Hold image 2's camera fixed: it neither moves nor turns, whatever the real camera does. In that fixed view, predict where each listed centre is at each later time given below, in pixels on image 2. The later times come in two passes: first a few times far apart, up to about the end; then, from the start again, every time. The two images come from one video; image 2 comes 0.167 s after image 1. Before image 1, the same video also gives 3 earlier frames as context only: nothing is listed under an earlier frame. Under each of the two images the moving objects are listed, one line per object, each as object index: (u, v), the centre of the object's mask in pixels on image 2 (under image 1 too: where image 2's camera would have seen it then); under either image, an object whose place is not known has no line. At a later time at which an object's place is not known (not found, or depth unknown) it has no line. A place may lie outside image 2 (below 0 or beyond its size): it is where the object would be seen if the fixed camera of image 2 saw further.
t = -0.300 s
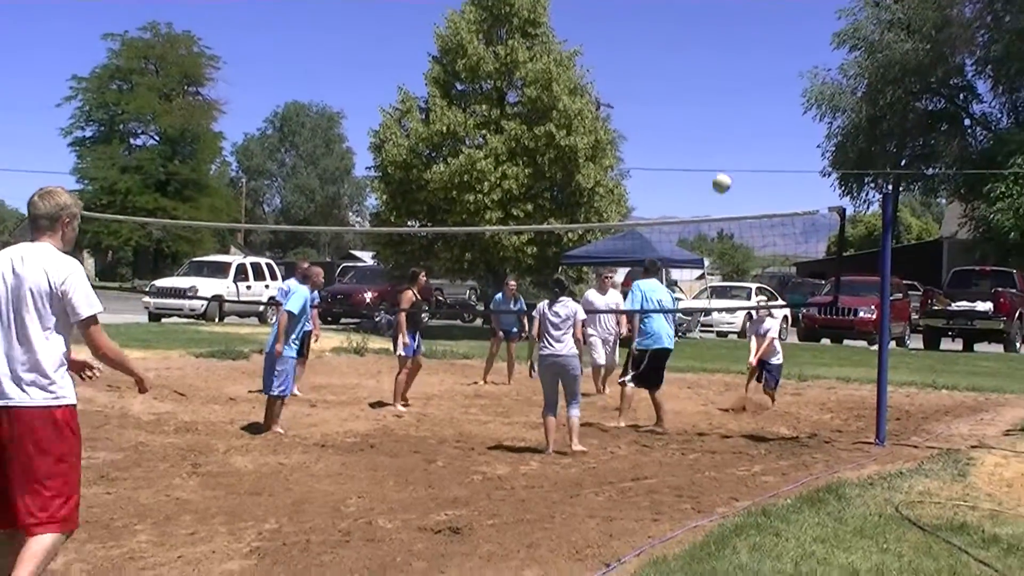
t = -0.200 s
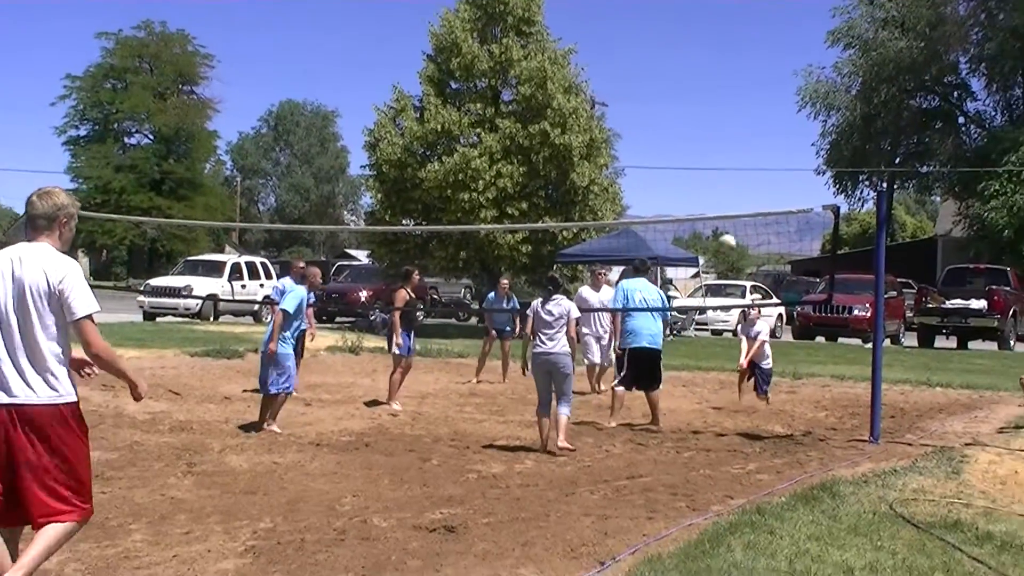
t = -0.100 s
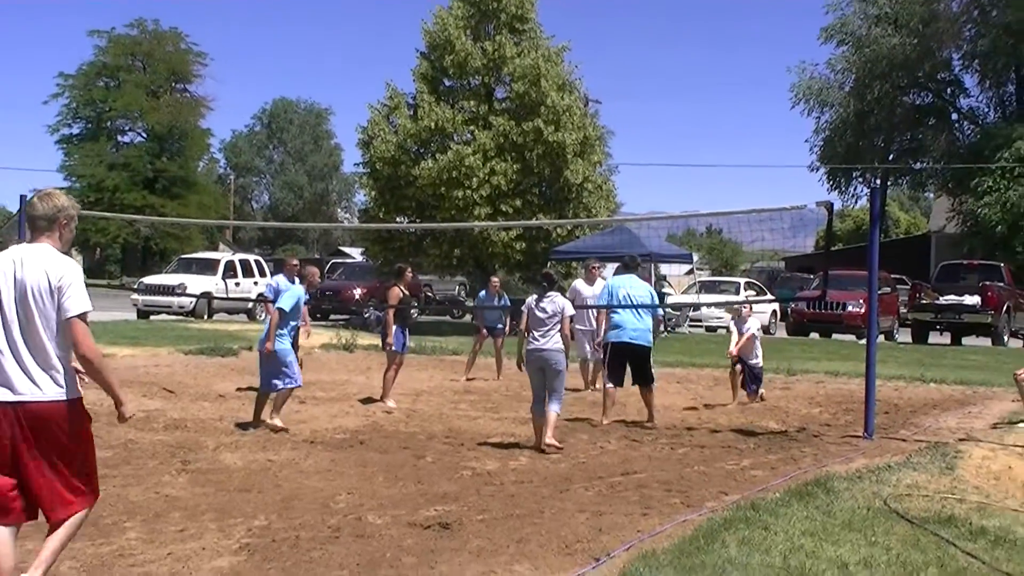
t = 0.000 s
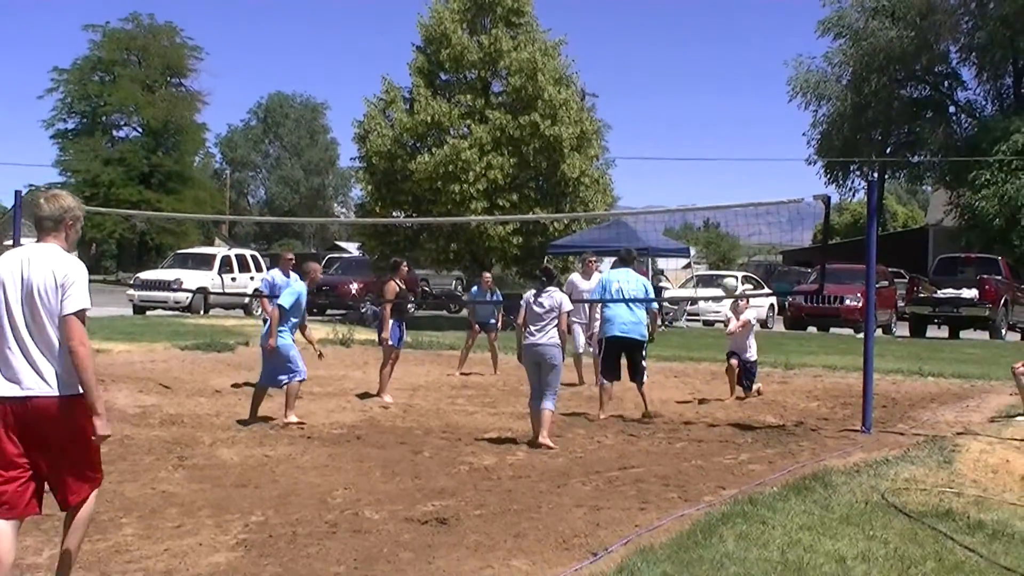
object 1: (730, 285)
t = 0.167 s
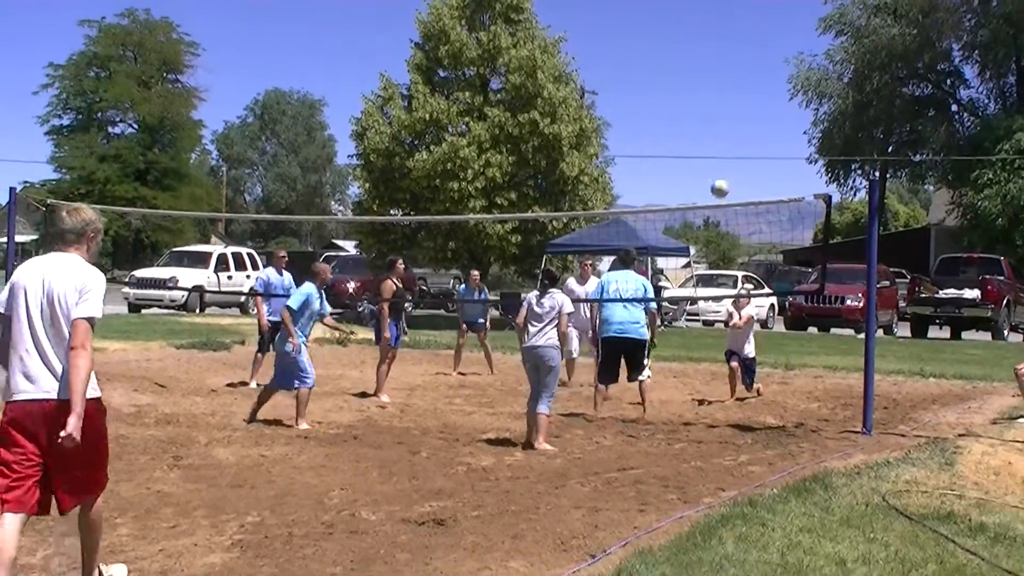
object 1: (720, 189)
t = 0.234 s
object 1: (716, 156)
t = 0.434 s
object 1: (705, 80)
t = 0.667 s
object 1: (688, 29)
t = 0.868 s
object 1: (669, 24)
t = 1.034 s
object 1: (653, 50)
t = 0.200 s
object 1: (718, 172)
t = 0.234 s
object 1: (716, 156)
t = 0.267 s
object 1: (715, 142)
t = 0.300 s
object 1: (713, 128)
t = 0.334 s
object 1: (711, 115)
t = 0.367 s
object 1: (709, 103)
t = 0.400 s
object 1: (707, 91)
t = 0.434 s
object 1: (705, 80)
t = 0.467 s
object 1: (702, 70)
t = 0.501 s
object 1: (701, 61)
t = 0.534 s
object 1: (698, 53)
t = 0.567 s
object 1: (696, 46)
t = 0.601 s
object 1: (693, 39)
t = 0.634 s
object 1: (691, 34)
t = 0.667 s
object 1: (688, 29)
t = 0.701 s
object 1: (686, 26)
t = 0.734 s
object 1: (683, 24)
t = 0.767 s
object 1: (679, 22)
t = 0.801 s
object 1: (677, 22)
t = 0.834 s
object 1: (673, 23)
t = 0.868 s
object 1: (669, 24)
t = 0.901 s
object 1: (666, 27)
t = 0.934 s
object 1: (663, 31)
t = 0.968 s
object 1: (660, 36)
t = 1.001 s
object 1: (656, 42)
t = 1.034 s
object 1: (653, 50)
